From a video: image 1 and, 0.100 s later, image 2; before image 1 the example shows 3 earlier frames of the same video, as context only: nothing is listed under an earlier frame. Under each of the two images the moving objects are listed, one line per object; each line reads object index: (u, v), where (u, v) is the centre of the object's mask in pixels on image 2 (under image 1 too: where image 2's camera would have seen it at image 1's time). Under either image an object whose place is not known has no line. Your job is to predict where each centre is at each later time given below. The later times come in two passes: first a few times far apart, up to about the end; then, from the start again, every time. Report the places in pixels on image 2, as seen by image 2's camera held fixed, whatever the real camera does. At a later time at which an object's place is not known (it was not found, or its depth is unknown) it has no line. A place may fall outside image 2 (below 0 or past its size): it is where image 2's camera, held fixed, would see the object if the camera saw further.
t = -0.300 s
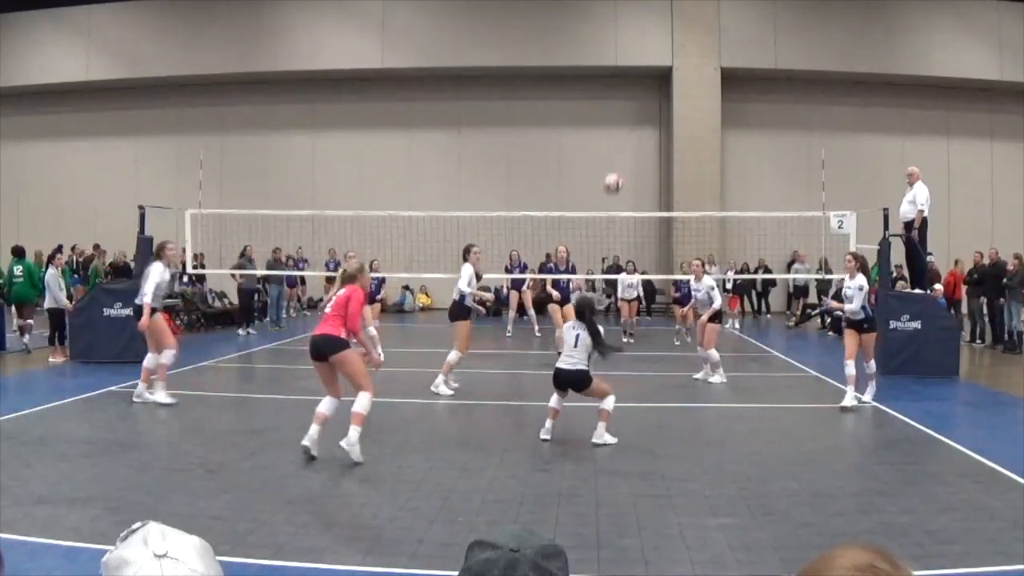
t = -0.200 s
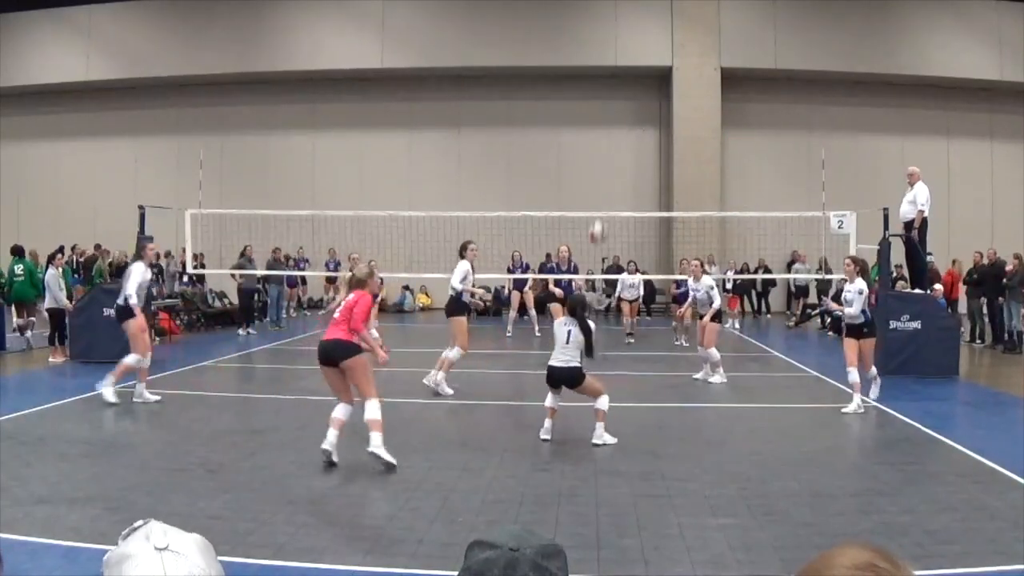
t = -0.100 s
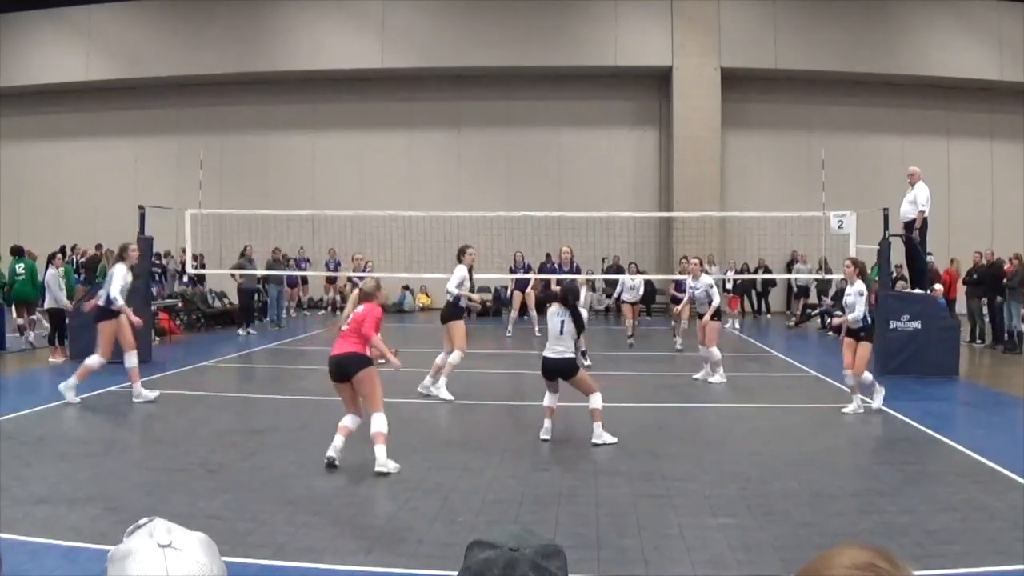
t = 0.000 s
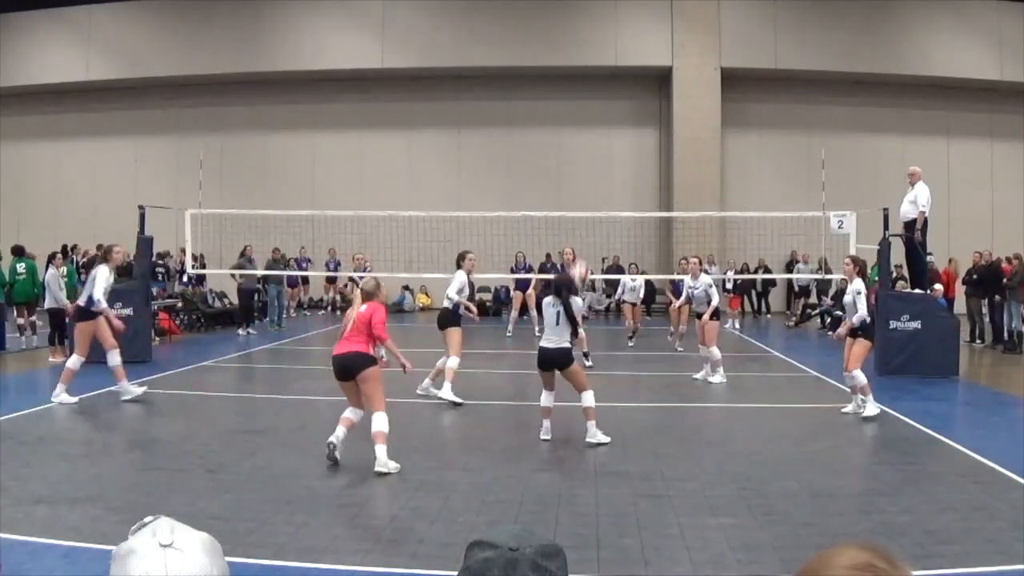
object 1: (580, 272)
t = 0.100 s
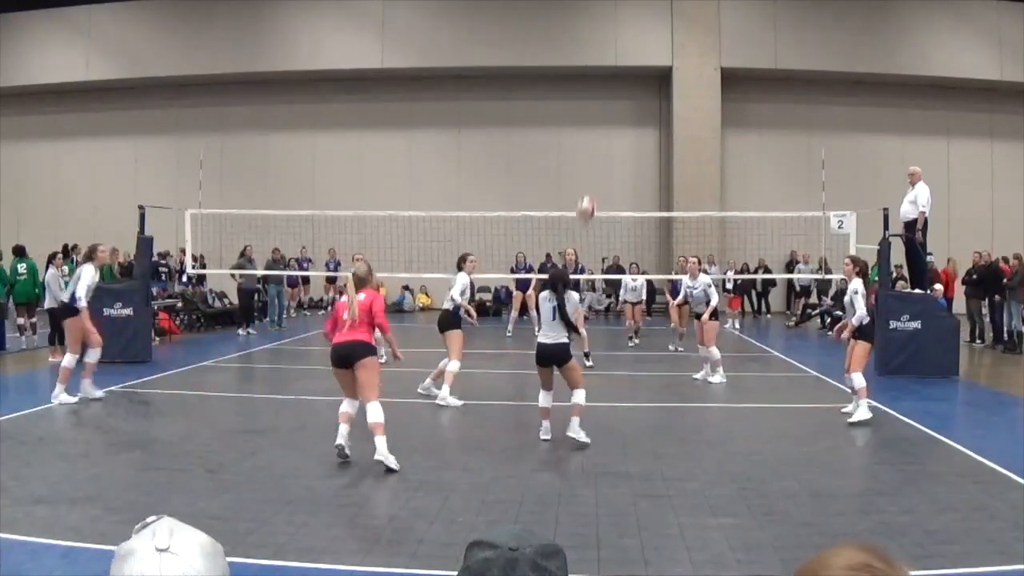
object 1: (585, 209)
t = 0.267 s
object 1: (594, 129)
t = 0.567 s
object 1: (611, 70)
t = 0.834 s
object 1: (625, 84)
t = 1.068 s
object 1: (635, 142)
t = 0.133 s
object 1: (588, 188)
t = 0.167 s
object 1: (589, 171)
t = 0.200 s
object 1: (591, 157)
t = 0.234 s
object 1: (592, 143)
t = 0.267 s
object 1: (594, 129)
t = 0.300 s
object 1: (597, 117)
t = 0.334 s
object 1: (599, 108)
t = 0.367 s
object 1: (601, 100)
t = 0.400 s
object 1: (603, 92)
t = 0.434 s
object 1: (605, 86)
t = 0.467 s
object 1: (607, 80)
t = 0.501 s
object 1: (608, 76)
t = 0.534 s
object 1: (610, 74)
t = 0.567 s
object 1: (611, 70)
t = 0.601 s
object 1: (613, 69)
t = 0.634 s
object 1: (615, 69)
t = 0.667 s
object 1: (617, 69)
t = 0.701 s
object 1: (618, 71)
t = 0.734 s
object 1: (621, 73)
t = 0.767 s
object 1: (622, 77)
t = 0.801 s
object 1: (624, 80)
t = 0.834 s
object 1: (625, 84)
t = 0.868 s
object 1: (627, 90)
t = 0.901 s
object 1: (628, 97)
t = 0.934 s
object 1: (630, 104)
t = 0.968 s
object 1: (631, 112)
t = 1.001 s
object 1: (632, 122)
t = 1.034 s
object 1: (634, 131)
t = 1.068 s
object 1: (635, 142)
